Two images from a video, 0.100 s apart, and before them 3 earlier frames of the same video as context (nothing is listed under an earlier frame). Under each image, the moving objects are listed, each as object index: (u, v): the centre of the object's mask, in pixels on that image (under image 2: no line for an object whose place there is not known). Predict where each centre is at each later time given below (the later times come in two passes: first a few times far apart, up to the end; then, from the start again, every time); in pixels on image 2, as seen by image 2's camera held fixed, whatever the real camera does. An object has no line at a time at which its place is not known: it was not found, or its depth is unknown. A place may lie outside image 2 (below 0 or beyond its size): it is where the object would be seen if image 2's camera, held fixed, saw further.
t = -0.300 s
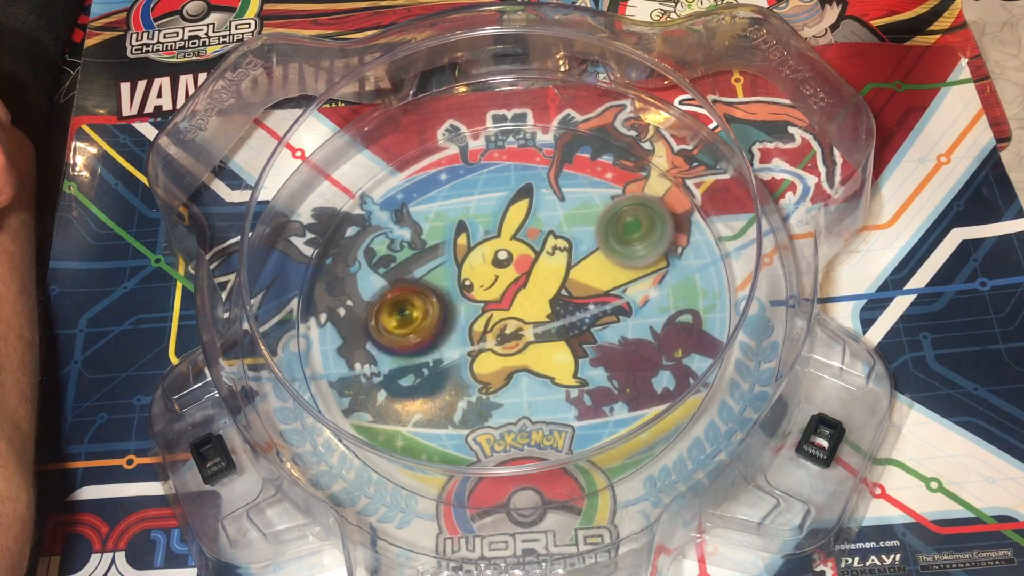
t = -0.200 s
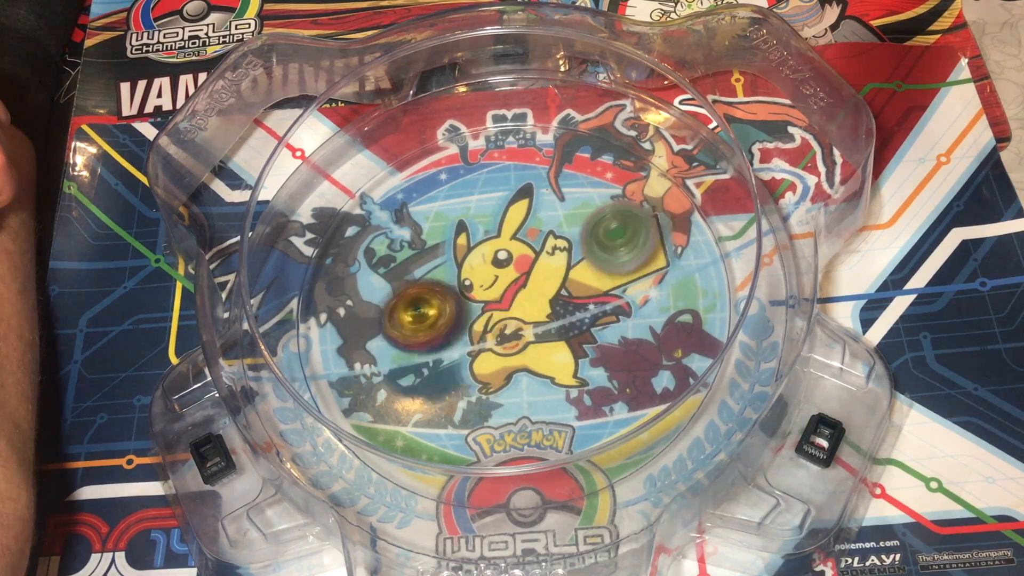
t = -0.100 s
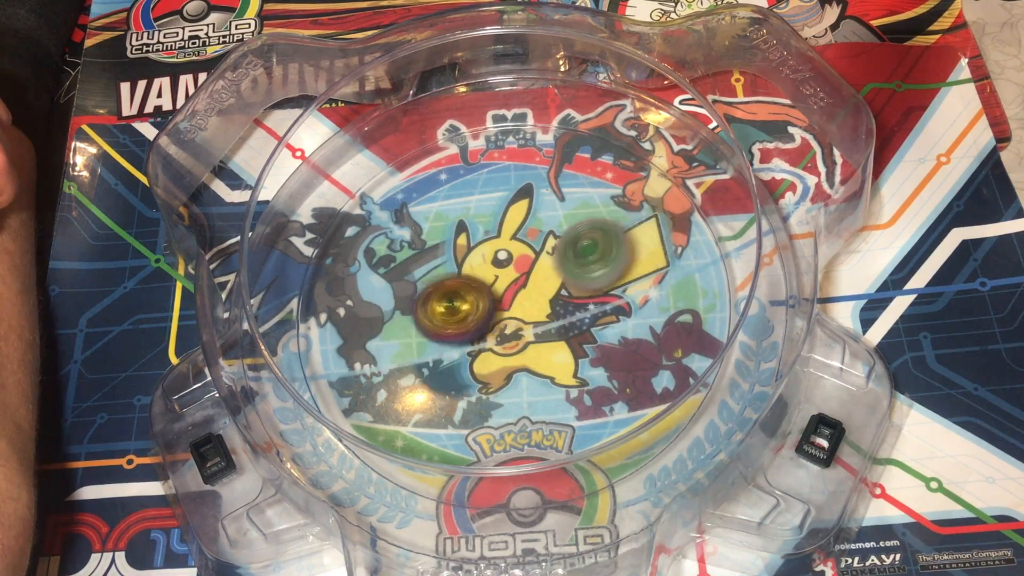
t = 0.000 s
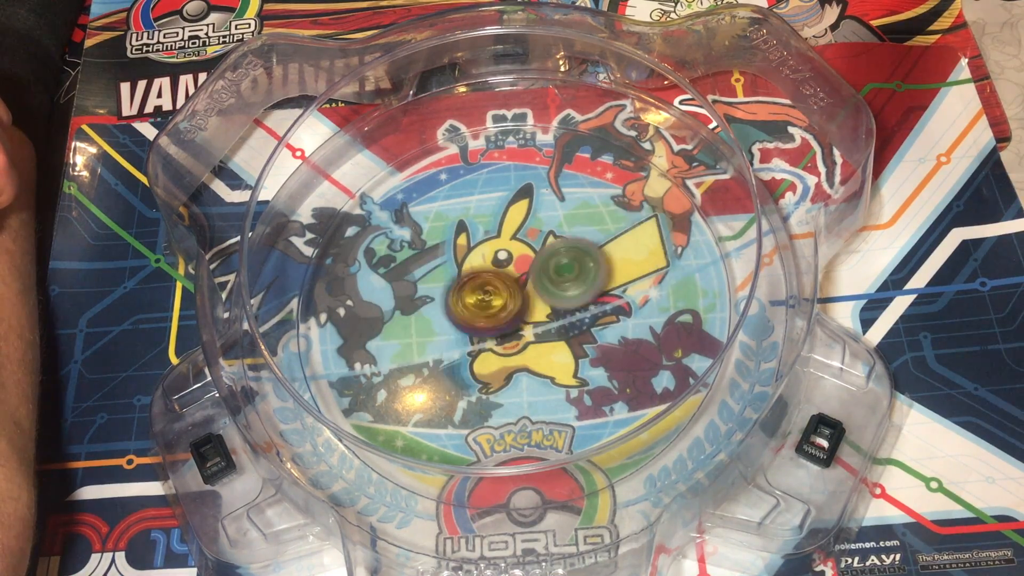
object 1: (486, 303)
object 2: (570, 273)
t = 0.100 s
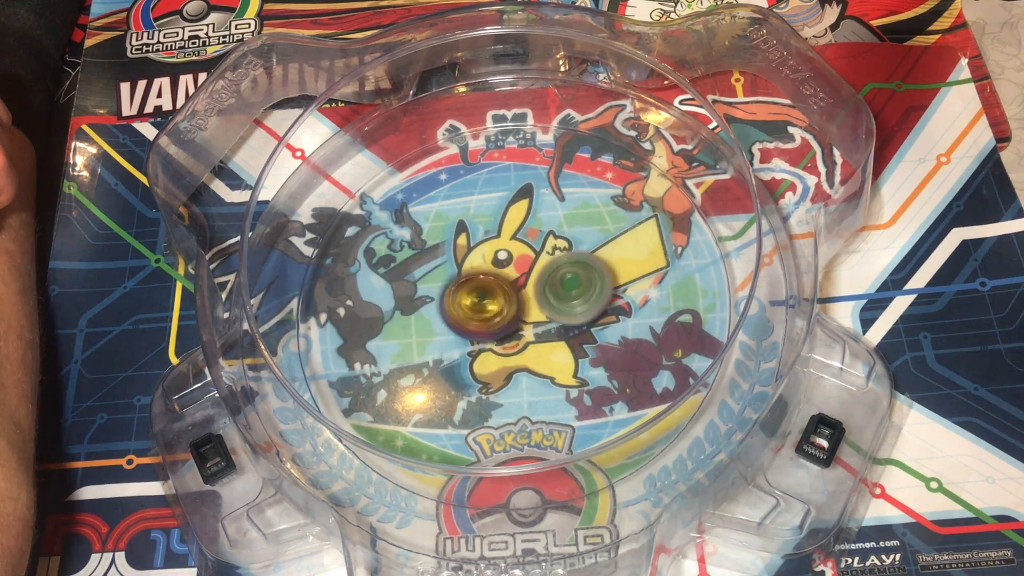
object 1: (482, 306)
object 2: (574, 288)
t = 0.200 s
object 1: (478, 305)
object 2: (576, 303)
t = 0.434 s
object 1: (429, 286)
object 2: (637, 324)
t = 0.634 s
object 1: (475, 290)
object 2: (622, 322)
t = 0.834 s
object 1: (472, 229)
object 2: (583, 325)
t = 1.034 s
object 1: (430, 122)
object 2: (604, 498)
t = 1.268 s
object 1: (454, 194)
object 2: (525, 403)
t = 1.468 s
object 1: (505, 289)
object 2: (447, 315)
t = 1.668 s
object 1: (545, 343)
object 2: (433, 302)
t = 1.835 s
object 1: (532, 354)
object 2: (433, 302)
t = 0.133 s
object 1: (482, 306)
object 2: (571, 292)
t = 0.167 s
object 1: (484, 307)
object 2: (569, 296)
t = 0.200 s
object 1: (478, 305)
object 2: (576, 303)
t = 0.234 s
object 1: (462, 300)
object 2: (596, 310)
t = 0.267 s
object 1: (447, 296)
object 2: (611, 316)
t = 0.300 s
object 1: (436, 292)
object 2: (620, 320)
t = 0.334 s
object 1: (429, 289)
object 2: (626, 321)
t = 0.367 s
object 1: (426, 287)
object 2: (631, 322)
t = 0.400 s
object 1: (426, 286)
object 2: (635, 323)
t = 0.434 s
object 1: (429, 286)
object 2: (637, 324)
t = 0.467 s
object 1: (434, 287)
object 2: (638, 324)
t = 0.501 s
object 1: (441, 287)
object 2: (637, 323)
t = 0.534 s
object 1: (450, 289)
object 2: (636, 323)
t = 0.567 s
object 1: (459, 289)
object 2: (633, 323)
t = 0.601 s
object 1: (468, 290)
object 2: (628, 322)
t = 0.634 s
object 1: (475, 290)
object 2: (622, 322)
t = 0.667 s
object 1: (481, 292)
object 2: (614, 321)
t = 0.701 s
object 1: (488, 294)
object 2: (606, 321)
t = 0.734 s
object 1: (496, 295)
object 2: (597, 320)
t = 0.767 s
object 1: (502, 296)
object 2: (587, 319)
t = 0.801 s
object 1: (495, 266)
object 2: (586, 336)
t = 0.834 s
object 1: (472, 229)
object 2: (583, 325)
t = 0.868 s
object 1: (461, 196)
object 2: (586, 331)
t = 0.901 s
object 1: (444, 166)
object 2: (590, 350)
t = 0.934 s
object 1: (439, 145)
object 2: (596, 382)
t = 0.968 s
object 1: (432, 129)
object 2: (598, 415)
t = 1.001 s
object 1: (432, 123)
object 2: (607, 465)
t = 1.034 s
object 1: (430, 122)
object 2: (604, 498)
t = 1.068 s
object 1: (430, 124)
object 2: (598, 495)
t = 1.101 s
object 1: (433, 126)
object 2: (591, 497)
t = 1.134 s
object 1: (433, 132)
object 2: (582, 490)
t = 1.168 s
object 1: (439, 145)
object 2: (570, 470)
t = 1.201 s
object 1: (442, 157)
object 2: (549, 442)
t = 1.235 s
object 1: (447, 179)
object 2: (538, 429)
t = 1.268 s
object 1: (454, 194)
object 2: (525, 403)
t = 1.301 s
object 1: (461, 215)
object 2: (514, 380)
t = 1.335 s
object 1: (471, 229)
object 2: (501, 356)
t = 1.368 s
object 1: (477, 252)
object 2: (493, 331)
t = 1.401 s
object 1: (484, 261)
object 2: (478, 321)
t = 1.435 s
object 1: (488, 270)
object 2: (460, 321)
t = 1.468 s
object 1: (505, 289)
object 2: (447, 315)
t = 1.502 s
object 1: (514, 305)
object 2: (439, 306)
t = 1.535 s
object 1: (528, 313)
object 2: (433, 302)
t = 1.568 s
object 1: (533, 325)
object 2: (433, 302)
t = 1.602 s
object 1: (540, 330)
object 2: (433, 302)
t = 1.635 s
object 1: (544, 340)
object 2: (433, 302)
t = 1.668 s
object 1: (545, 343)
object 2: (433, 302)
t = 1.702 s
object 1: (546, 351)
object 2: (433, 302)
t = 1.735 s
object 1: (543, 354)
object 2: (433, 302)
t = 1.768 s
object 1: (540, 355)
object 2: (433, 302)
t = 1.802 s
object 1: (532, 355)
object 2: (433, 302)
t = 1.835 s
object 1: (532, 354)
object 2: (433, 302)
